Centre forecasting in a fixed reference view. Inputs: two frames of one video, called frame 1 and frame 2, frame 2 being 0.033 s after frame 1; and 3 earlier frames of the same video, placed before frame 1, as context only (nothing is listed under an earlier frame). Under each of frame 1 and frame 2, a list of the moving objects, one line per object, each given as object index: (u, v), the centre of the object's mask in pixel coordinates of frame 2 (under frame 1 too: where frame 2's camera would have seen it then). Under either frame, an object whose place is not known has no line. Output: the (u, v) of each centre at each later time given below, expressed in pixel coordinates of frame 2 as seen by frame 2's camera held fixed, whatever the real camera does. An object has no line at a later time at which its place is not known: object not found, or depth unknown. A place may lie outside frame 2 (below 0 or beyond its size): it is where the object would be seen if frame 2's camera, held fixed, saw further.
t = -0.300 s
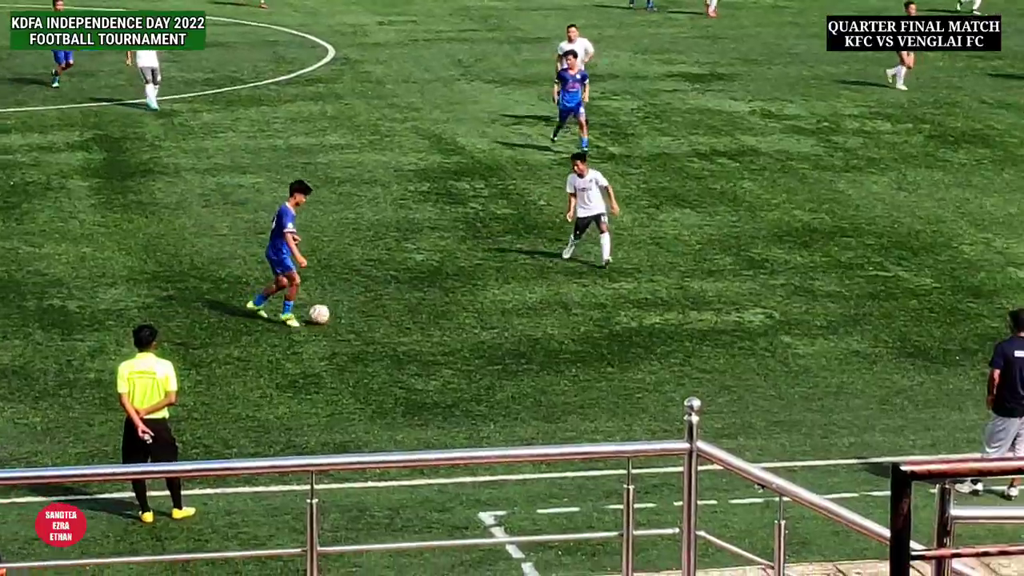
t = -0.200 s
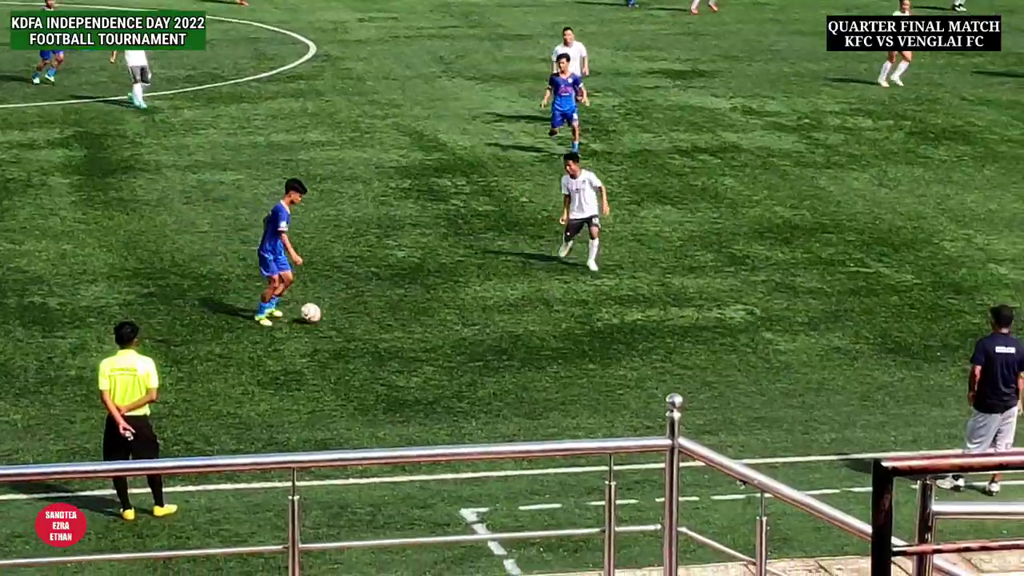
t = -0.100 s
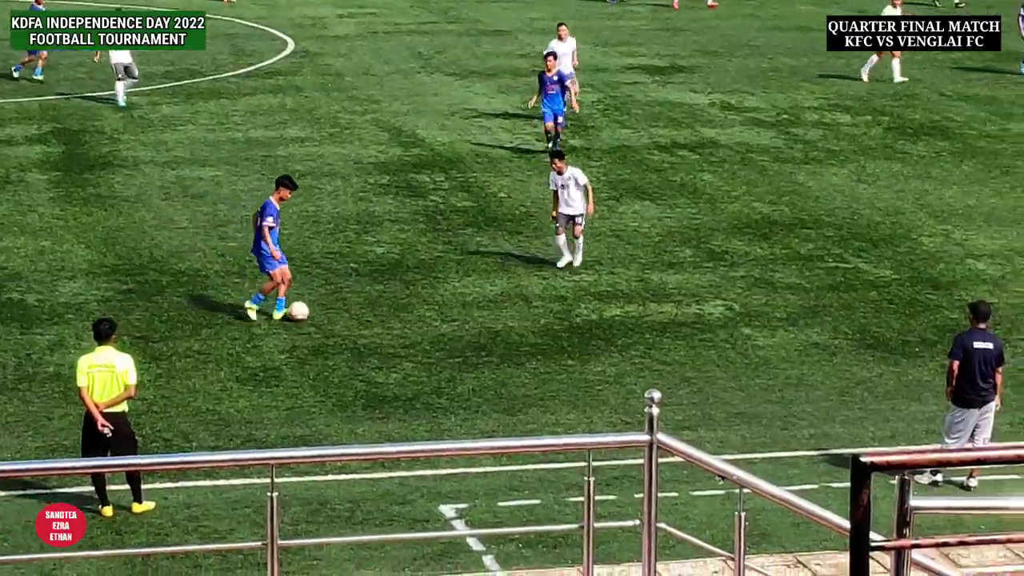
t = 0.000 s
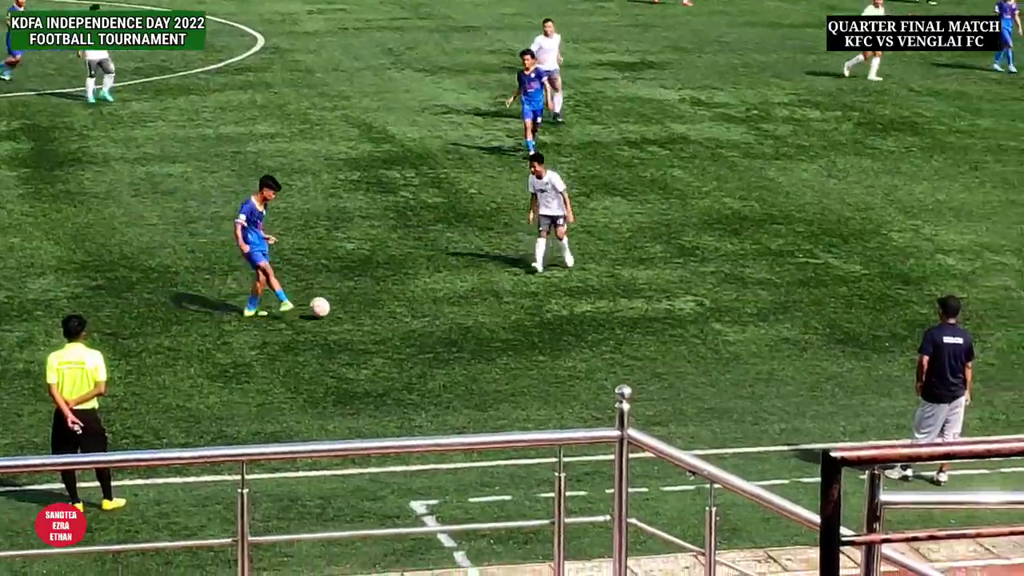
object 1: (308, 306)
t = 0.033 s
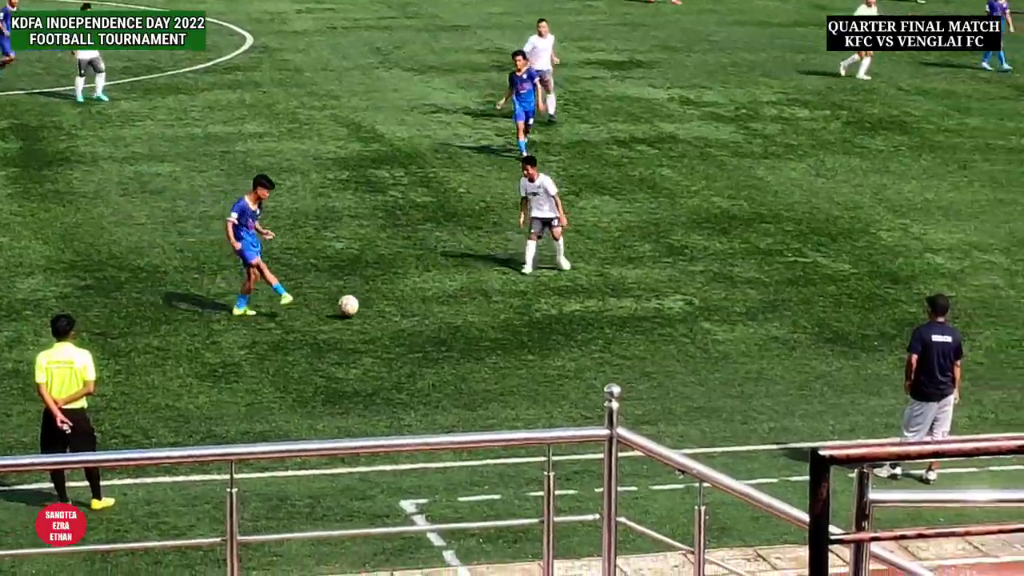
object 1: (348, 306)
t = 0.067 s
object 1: (388, 305)
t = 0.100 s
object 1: (428, 306)
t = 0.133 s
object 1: (466, 307)
